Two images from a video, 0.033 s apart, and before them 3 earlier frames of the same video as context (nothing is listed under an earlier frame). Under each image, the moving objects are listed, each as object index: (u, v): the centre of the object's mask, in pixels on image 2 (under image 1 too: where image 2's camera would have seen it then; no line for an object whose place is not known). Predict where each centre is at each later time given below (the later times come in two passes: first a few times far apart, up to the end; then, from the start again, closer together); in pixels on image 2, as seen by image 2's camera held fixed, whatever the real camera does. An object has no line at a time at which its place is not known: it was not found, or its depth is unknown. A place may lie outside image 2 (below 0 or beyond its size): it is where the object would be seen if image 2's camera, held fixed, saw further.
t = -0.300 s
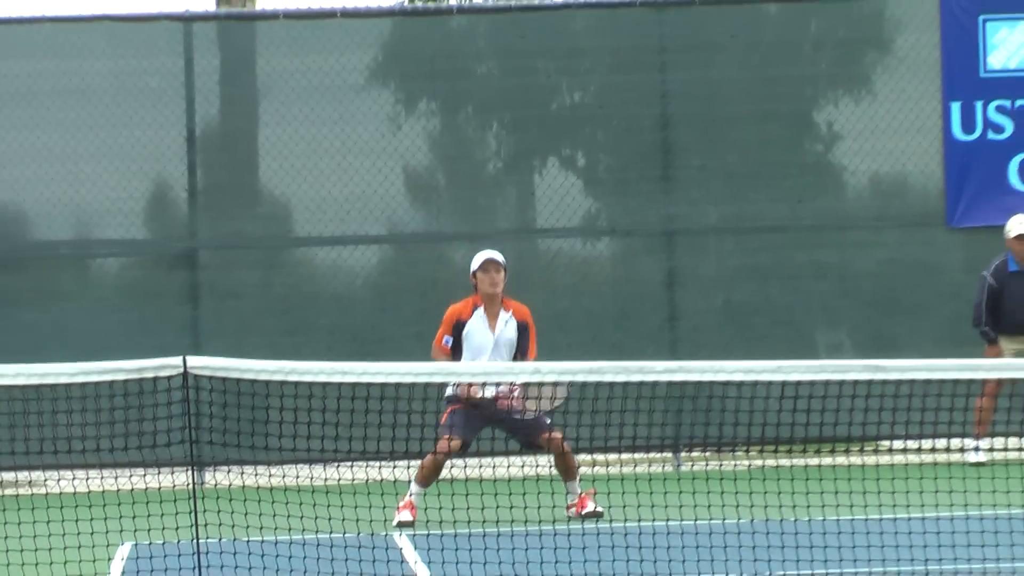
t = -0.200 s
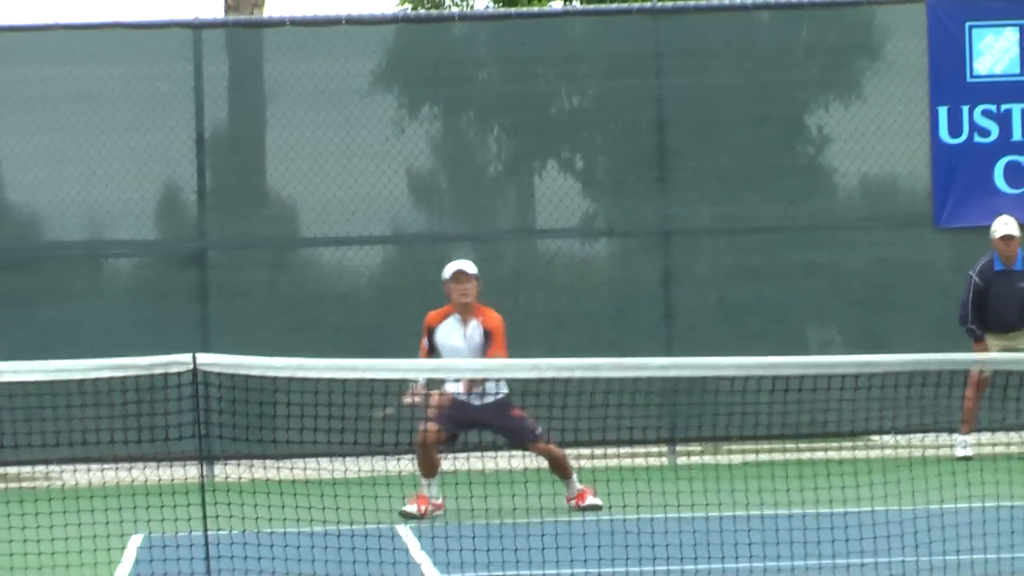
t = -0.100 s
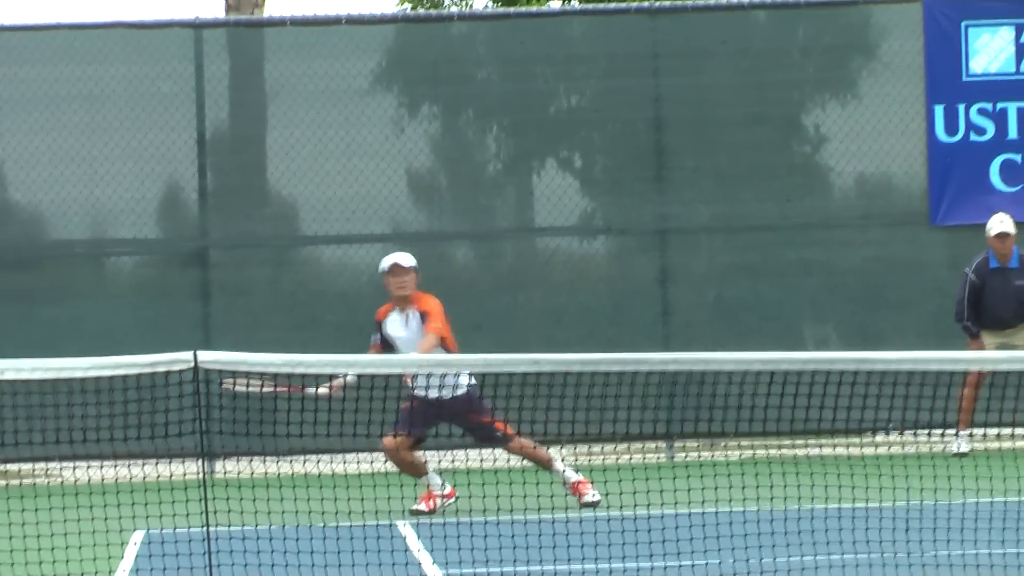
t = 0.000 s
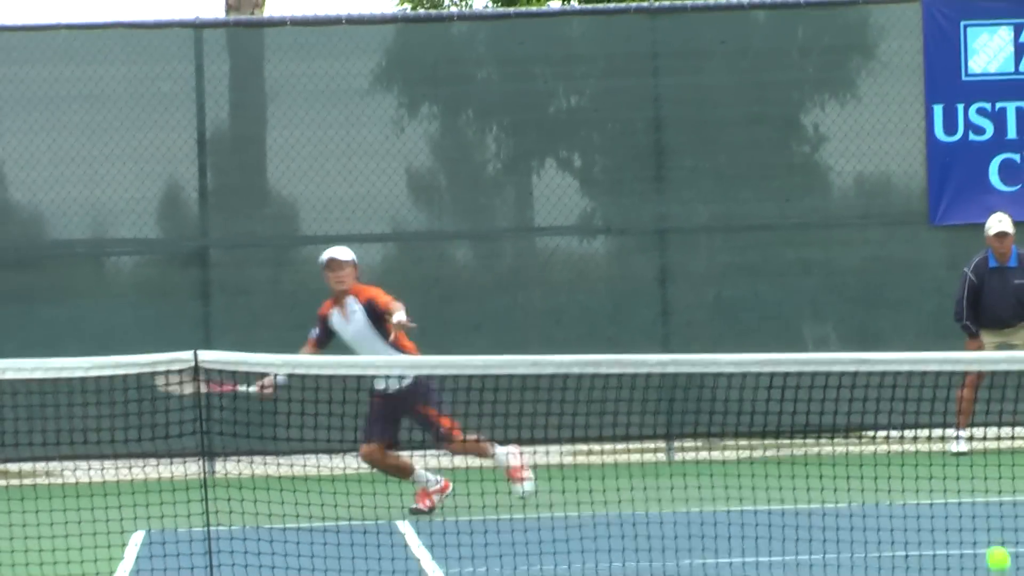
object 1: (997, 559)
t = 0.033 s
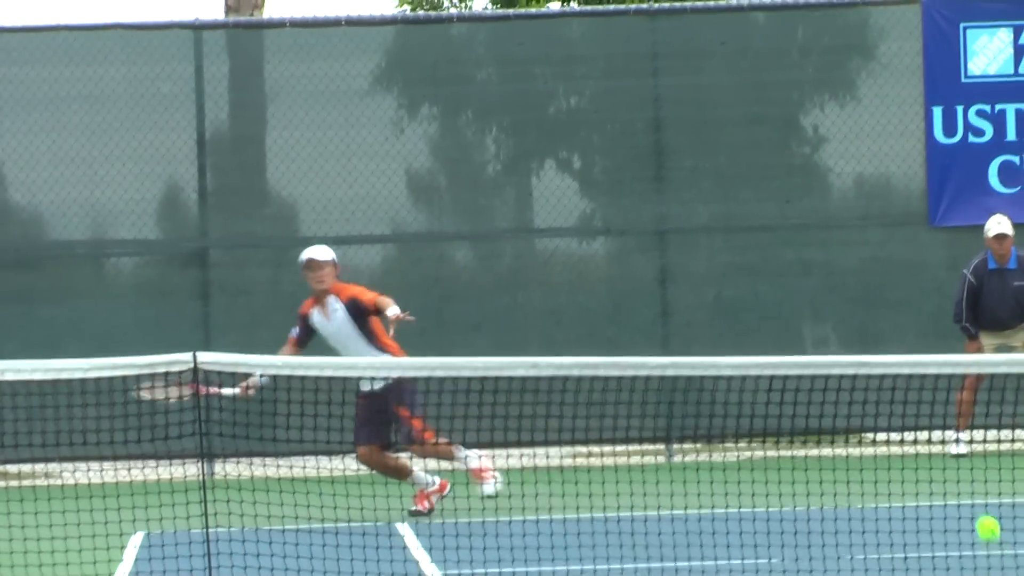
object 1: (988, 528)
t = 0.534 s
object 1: (848, 455)
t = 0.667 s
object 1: (814, 567)
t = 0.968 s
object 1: (709, 559)
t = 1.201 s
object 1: (620, 567)
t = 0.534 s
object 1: (848, 455)
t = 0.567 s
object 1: (840, 478)
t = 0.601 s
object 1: (832, 506)
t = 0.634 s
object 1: (822, 538)
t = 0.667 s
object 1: (814, 567)
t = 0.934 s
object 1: (722, 570)
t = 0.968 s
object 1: (709, 559)
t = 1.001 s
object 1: (697, 548)
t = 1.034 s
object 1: (684, 541)
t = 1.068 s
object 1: (671, 538)
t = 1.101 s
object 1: (659, 539)
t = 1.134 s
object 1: (646, 545)
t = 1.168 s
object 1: (633, 553)
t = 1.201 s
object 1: (620, 567)
